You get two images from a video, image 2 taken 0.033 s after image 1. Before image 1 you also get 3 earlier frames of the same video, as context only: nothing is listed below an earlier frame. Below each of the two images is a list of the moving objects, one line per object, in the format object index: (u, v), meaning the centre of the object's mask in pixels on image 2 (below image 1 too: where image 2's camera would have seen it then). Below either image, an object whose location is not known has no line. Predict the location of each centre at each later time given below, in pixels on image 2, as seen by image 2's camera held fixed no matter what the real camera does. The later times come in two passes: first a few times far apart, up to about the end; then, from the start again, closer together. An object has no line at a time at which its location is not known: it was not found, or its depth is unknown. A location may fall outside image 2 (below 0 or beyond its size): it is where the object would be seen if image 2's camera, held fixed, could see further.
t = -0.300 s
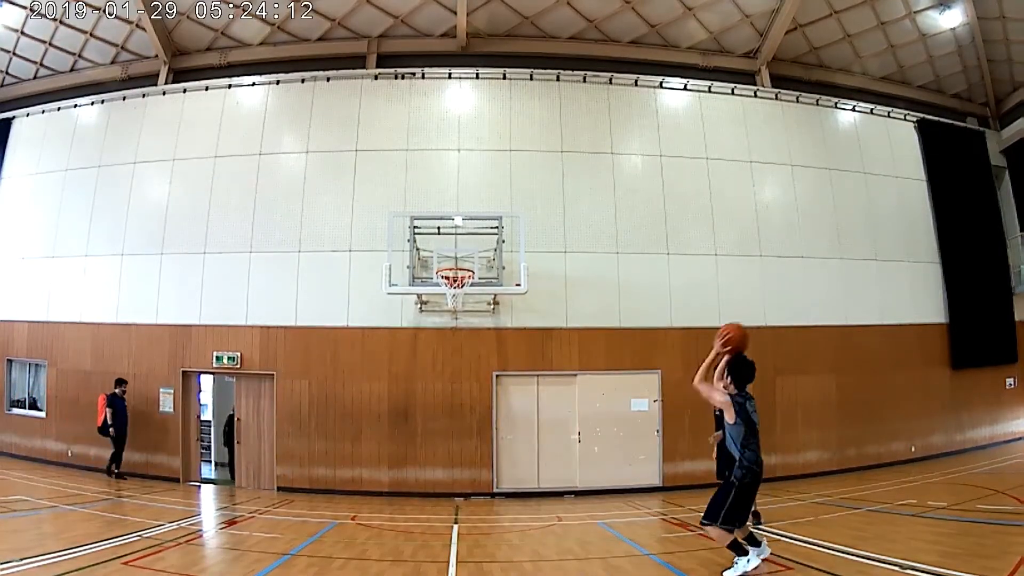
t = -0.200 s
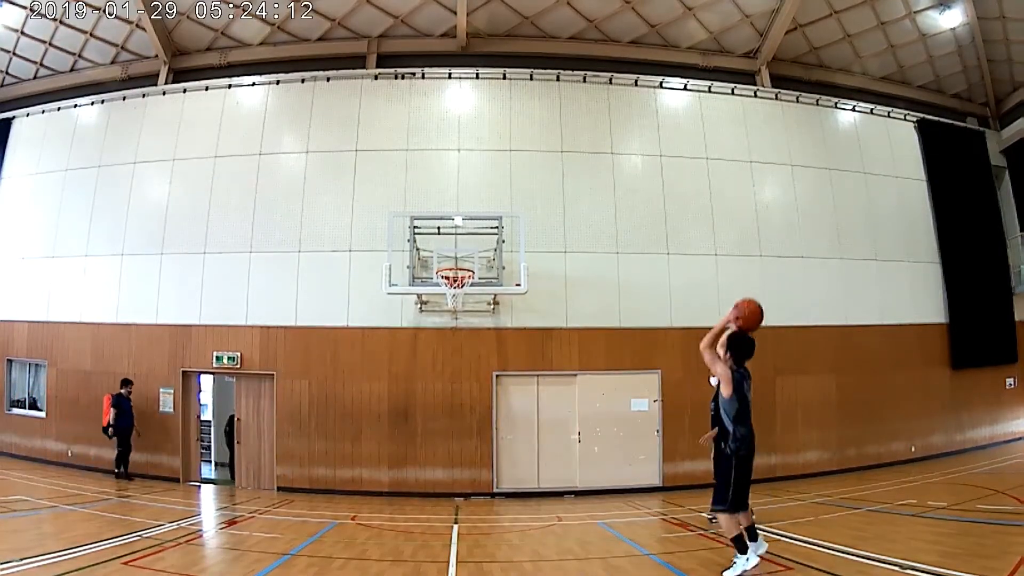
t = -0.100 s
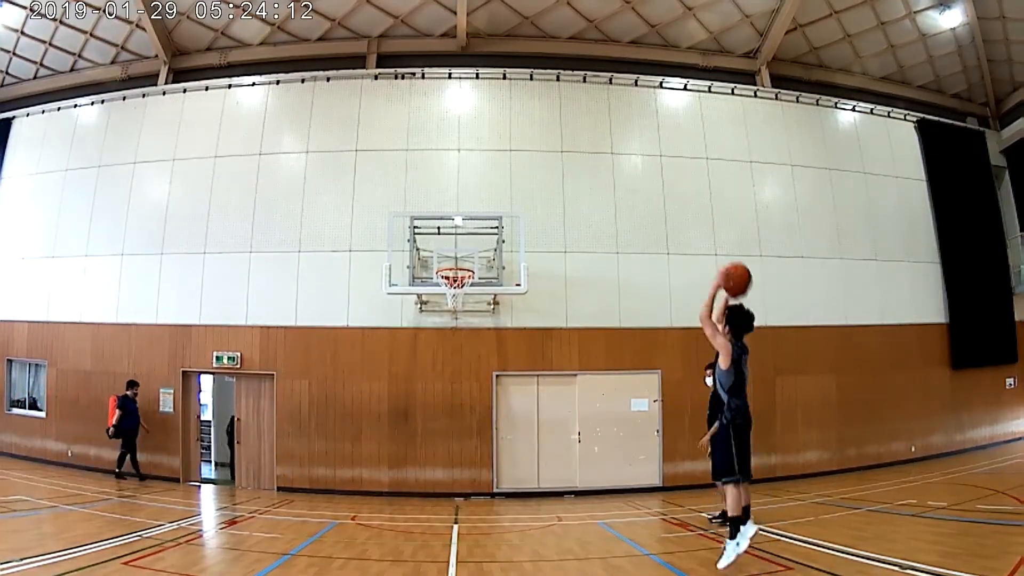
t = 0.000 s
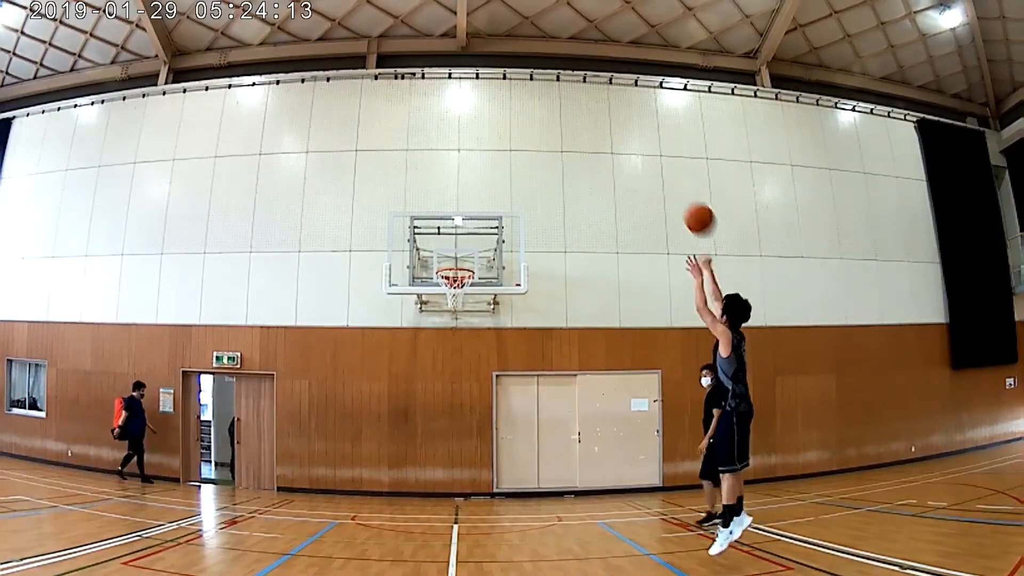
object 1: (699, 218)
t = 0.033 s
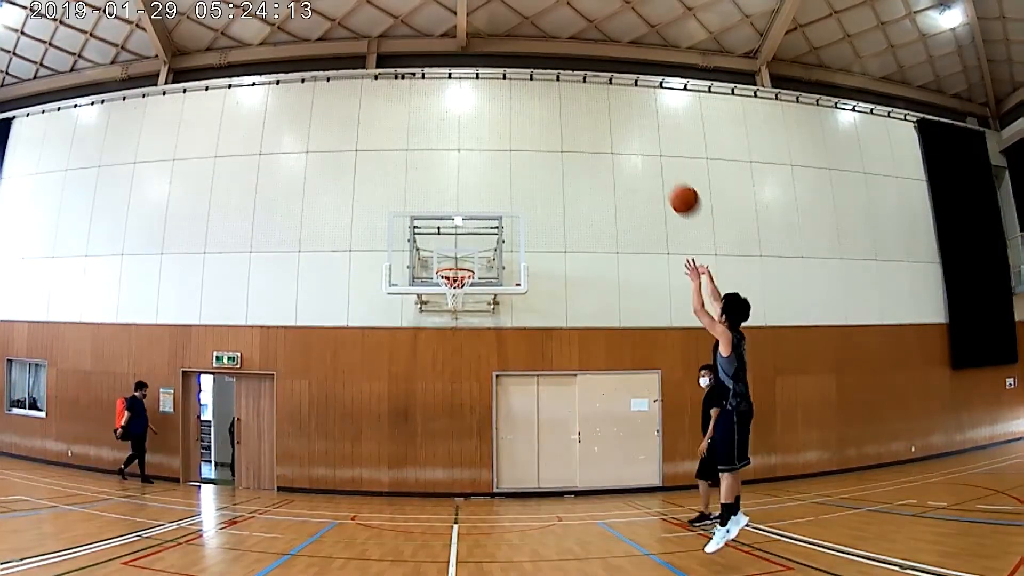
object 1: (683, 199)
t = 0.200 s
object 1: (620, 137)
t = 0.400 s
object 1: (563, 114)
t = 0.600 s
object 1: (517, 127)
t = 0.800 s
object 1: (479, 168)
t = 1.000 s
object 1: (445, 235)
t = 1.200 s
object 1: (404, 249)
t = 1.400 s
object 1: (359, 253)
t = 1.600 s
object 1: (315, 287)
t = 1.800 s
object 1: (274, 350)
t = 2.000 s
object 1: (237, 438)
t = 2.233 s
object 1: (201, 445)
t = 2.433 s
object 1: (177, 386)
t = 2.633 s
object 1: (154, 353)
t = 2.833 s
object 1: (132, 348)
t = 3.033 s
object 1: (111, 369)
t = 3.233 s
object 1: (92, 414)
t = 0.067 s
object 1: (669, 182)
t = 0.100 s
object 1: (656, 168)
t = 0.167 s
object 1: (631, 146)
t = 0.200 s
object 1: (620, 137)
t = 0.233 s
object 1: (610, 130)
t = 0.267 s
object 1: (600, 124)
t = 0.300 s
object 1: (590, 120)
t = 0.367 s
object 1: (572, 114)
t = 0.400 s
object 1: (563, 114)
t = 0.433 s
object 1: (555, 114)
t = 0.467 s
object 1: (547, 115)
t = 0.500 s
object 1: (539, 116)
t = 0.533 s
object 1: (532, 119)
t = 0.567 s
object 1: (524, 123)
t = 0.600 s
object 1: (517, 127)
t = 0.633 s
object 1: (510, 132)
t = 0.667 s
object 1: (504, 138)
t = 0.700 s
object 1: (497, 144)
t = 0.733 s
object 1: (491, 152)
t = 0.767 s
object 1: (485, 160)
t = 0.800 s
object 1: (479, 168)
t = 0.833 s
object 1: (473, 178)
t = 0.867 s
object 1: (467, 188)
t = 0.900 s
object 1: (462, 199)
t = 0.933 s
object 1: (456, 210)
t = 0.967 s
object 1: (450, 223)
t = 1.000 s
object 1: (445, 235)
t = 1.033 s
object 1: (440, 248)
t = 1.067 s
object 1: (434, 262)
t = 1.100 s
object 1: (427, 259)
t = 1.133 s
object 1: (419, 255)
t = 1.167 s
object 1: (412, 252)
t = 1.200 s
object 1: (404, 249)
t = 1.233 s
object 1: (397, 248)
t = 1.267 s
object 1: (389, 248)
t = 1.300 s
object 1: (382, 248)
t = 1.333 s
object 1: (374, 249)
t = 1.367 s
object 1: (367, 251)
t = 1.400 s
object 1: (359, 253)
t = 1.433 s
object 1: (352, 257)
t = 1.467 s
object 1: (345, 261)
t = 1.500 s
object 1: (337, 267)
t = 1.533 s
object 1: (330, 273)
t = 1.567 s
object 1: (323, 280)
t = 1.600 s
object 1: (315, 287)
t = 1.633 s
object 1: (308, 296)
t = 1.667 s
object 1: (301, 305)
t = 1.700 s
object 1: (294, 315)
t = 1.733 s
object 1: (288, 326)
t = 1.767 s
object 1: (281, 339)
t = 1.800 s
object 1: (274, 350)
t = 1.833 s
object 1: (267, 363)
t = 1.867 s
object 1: (261, 376)
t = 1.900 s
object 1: (255, 391)
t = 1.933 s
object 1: (248, 407)
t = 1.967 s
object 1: (244, 422)
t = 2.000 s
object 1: (237, 438)
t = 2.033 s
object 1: (231, 456)
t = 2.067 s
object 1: (225, 472)
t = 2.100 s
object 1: (221, 489)
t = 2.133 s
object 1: (215, 488)
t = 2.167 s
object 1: (210, 475)
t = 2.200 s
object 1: (204, 458)
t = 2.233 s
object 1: (201, 445)
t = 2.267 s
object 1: (198, 438)
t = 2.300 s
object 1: (193, 426)
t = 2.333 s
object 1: (189, 415)
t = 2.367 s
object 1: (186, 406)
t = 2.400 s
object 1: (180, 395)
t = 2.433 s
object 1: (177, 386)
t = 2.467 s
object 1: (172, 379)
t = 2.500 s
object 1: (168, 372)
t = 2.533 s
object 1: (164, 366)
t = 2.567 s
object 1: (161, 361)
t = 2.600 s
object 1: (157, 356)
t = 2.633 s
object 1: (154, 353)
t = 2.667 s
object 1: (150, 350)
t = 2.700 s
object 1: (146, 348)
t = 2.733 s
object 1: (143, 347)
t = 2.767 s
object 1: (139, 346)
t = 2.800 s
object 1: (136, 347)
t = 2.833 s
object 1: (132, 348)
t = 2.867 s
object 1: (128, 350)
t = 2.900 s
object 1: (125, 352)
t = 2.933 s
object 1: (122, 355)
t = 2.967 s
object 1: (118, 359)
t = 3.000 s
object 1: (115, 364)
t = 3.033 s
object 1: (111, 369)
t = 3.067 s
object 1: (108, 374)
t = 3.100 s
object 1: (105, 381)
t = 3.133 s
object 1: (100, 388)
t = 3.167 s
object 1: (98, 396)
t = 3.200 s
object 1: (95, 404)
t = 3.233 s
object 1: (92, 414)
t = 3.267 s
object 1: (89, 422)
